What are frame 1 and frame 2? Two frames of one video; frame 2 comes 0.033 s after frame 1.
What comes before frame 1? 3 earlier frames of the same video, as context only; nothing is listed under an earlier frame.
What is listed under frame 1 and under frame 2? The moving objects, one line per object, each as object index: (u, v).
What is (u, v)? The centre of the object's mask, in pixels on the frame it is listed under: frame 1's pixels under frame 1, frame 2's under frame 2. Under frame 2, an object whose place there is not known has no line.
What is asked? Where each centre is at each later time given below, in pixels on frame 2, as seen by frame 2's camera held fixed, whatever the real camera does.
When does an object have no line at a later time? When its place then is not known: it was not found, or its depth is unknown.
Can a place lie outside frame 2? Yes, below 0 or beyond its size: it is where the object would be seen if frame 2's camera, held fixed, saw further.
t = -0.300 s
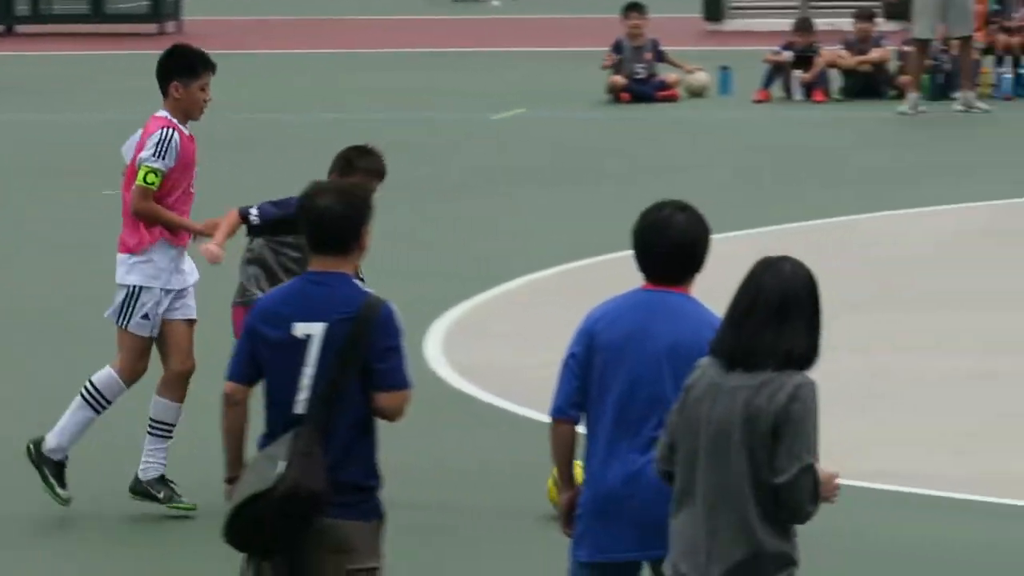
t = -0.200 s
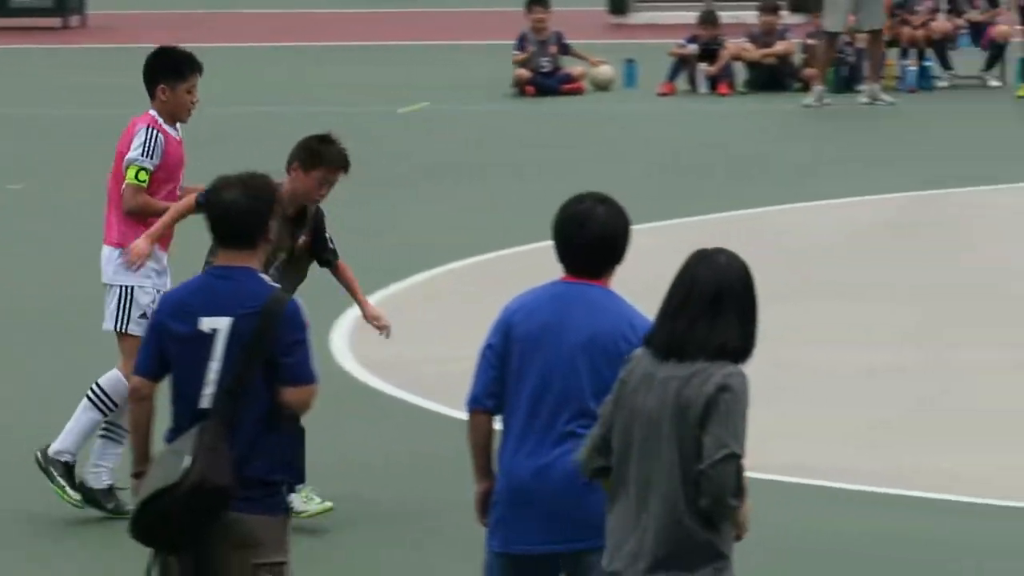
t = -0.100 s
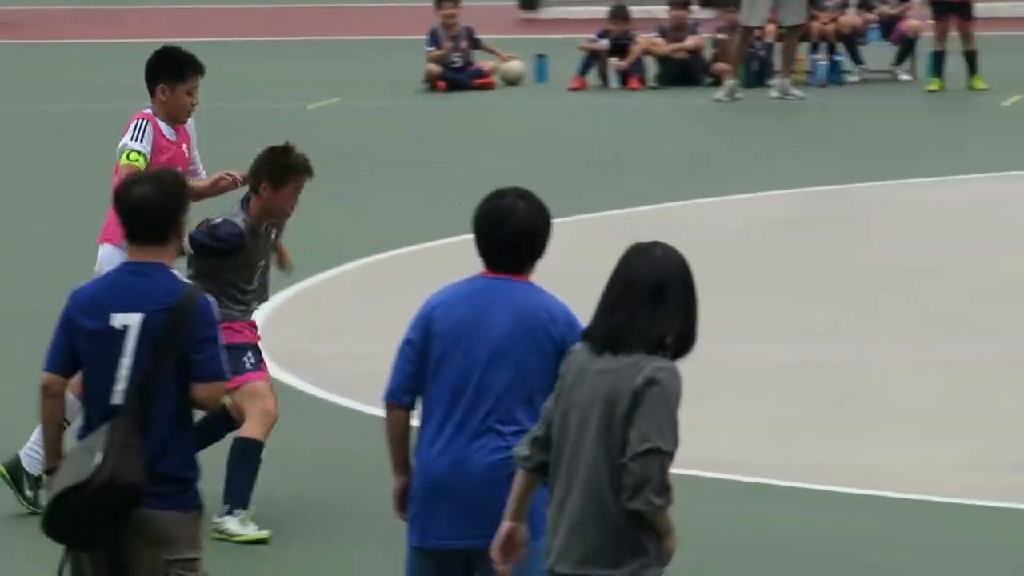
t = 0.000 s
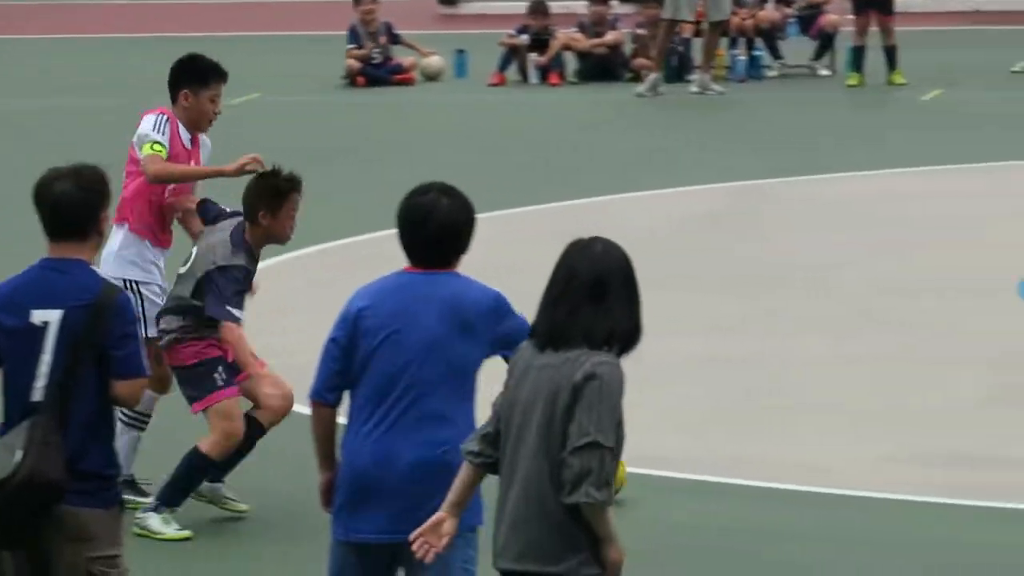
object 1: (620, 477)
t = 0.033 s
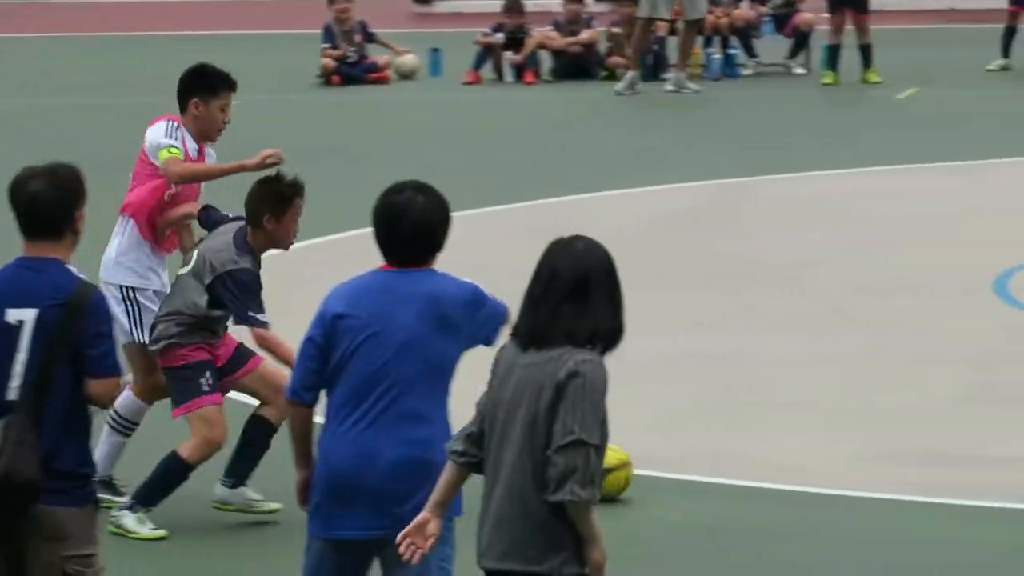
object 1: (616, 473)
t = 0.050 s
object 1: (624, 473)
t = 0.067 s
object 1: (635, 472)
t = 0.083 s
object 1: (648, 472)
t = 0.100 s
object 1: (663, 472)
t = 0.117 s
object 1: (677, 473)
